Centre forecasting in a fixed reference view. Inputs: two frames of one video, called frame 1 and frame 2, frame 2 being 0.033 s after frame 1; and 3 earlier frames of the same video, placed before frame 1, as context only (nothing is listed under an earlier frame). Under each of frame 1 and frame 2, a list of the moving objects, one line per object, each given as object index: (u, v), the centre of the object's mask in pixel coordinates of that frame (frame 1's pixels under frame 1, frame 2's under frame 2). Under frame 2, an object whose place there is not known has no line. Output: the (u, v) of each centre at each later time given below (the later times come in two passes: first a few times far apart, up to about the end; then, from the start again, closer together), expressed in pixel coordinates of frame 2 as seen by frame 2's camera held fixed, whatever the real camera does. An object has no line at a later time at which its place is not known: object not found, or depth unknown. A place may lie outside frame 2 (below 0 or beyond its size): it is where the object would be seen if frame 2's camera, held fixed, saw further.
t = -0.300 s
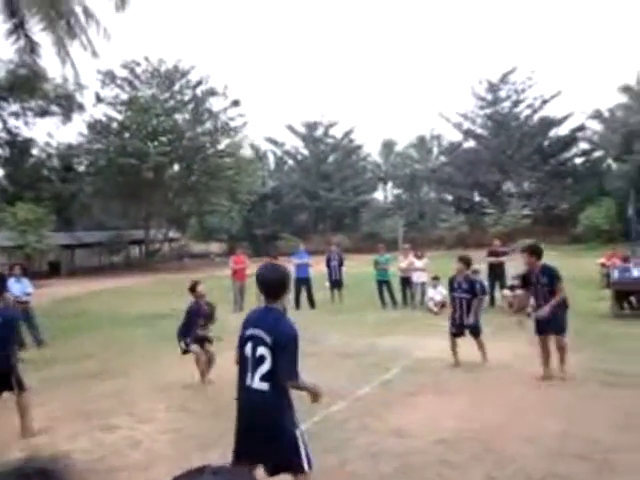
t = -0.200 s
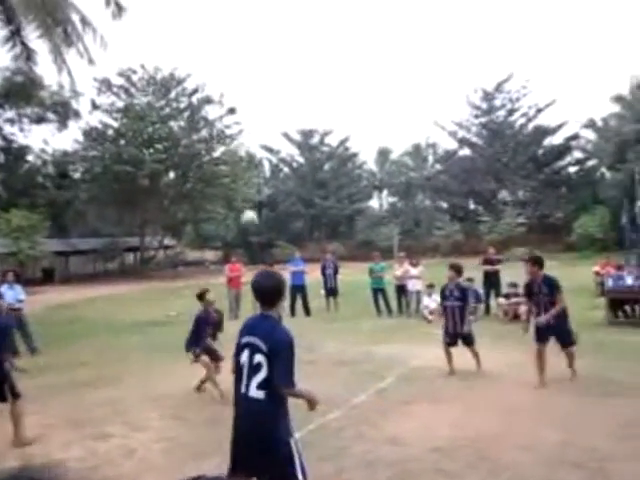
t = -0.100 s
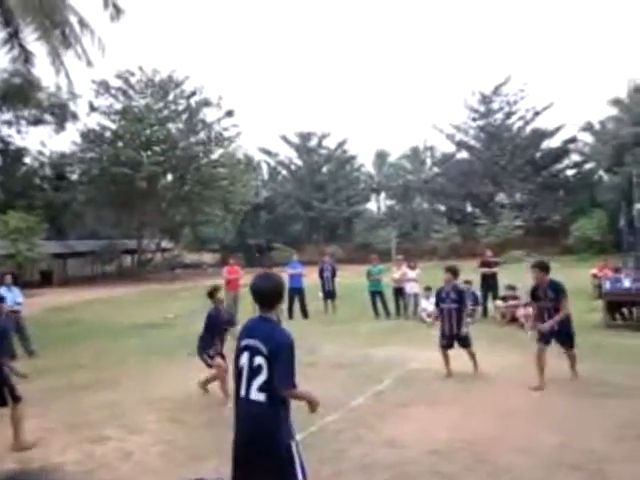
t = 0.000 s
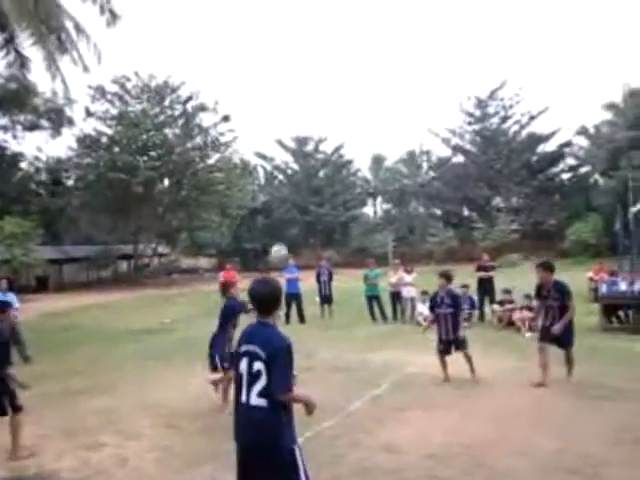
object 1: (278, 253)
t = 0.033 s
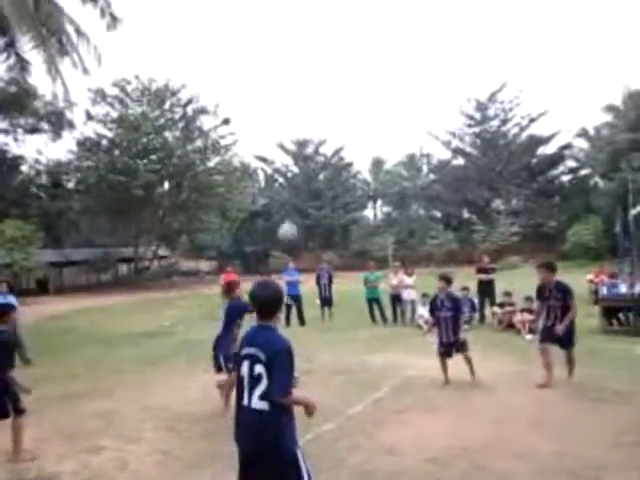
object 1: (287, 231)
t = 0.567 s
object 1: (447, -41)
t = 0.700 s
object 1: (486, -62)
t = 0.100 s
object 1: (303, 182)
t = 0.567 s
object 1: (447, -41)
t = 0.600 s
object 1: (456, -48)
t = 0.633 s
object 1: (466, -53)
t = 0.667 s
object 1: (475, -57)
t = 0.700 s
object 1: (486, -62)
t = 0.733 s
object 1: (495, -66)
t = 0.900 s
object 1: (555, -58)
